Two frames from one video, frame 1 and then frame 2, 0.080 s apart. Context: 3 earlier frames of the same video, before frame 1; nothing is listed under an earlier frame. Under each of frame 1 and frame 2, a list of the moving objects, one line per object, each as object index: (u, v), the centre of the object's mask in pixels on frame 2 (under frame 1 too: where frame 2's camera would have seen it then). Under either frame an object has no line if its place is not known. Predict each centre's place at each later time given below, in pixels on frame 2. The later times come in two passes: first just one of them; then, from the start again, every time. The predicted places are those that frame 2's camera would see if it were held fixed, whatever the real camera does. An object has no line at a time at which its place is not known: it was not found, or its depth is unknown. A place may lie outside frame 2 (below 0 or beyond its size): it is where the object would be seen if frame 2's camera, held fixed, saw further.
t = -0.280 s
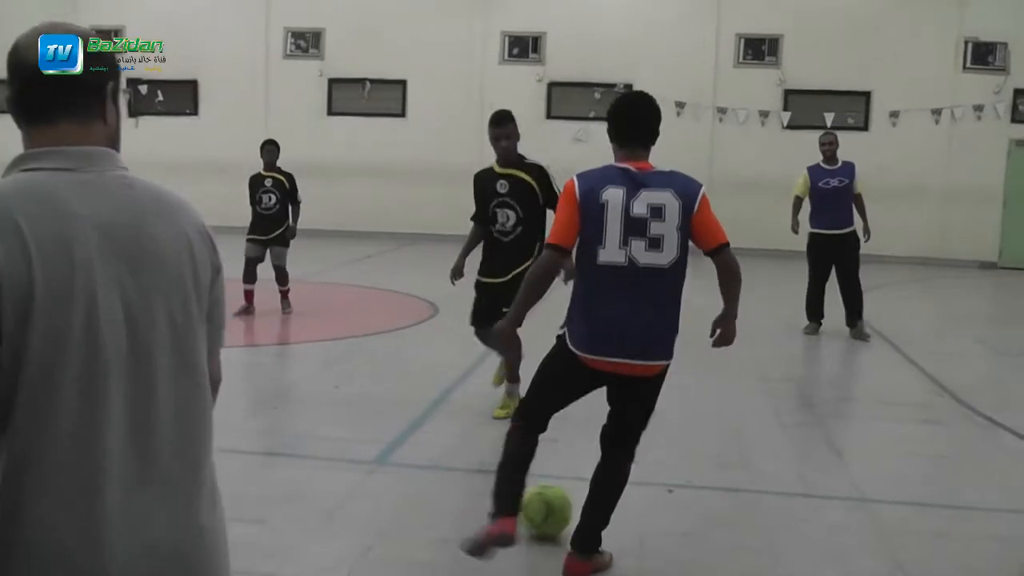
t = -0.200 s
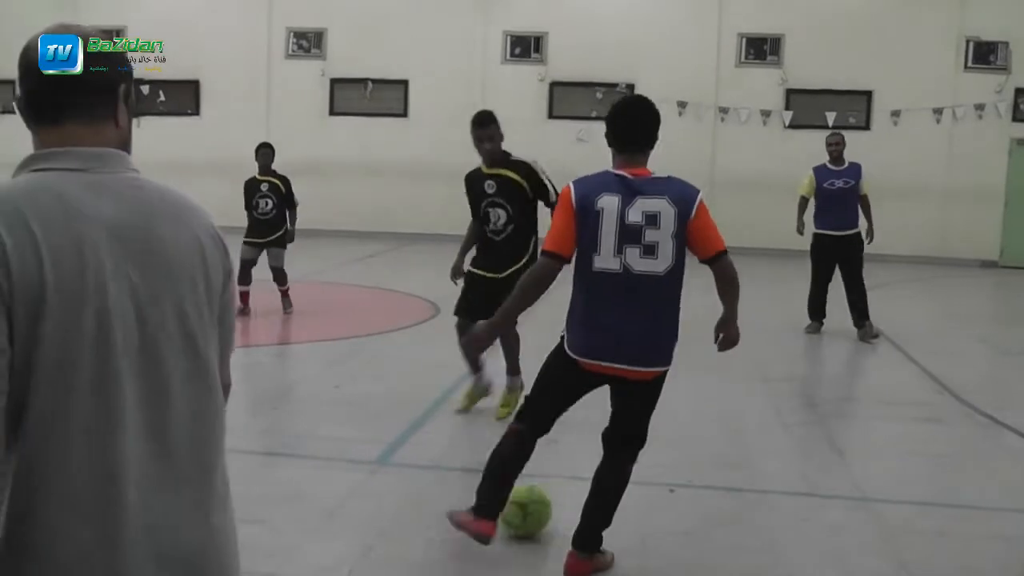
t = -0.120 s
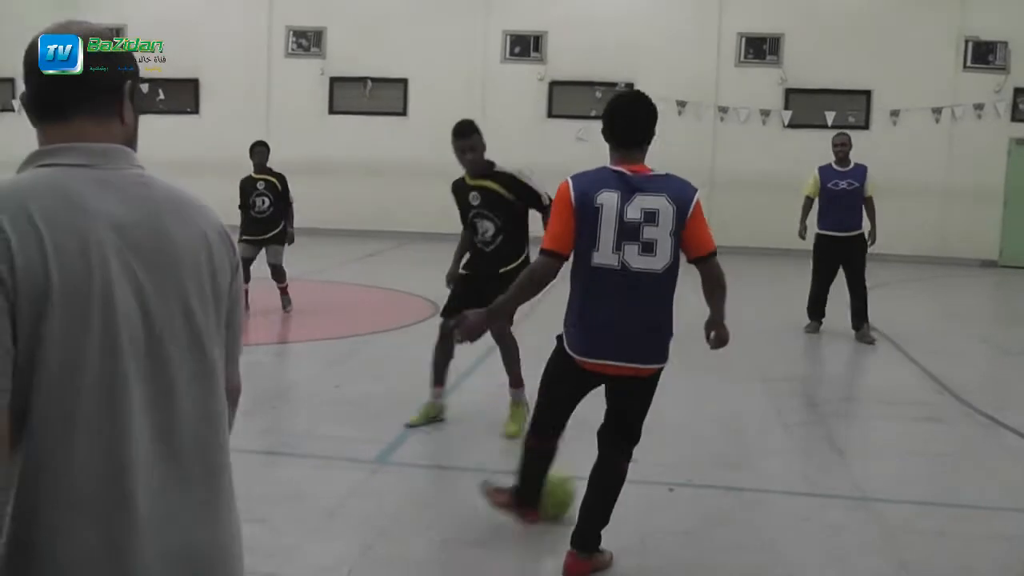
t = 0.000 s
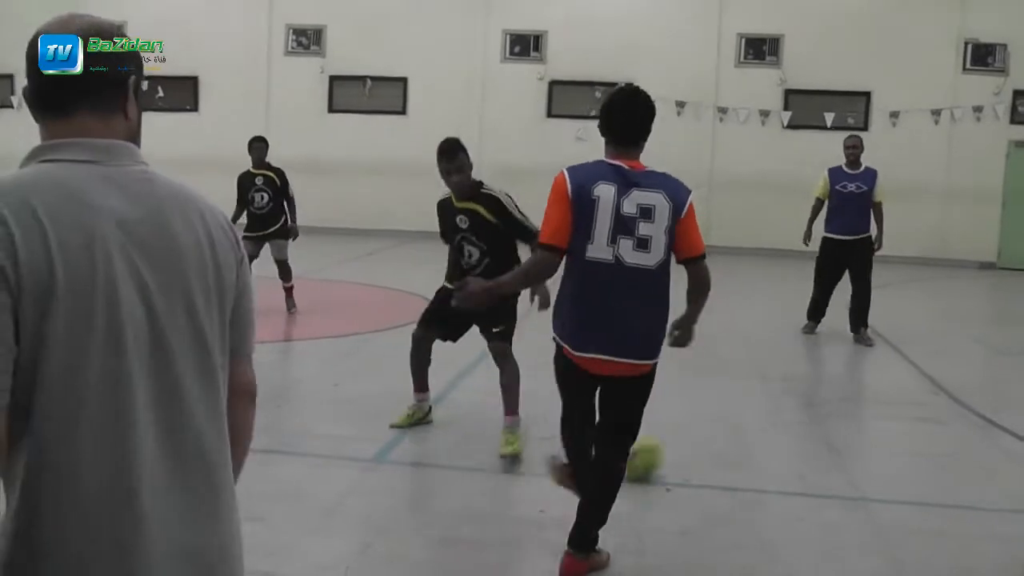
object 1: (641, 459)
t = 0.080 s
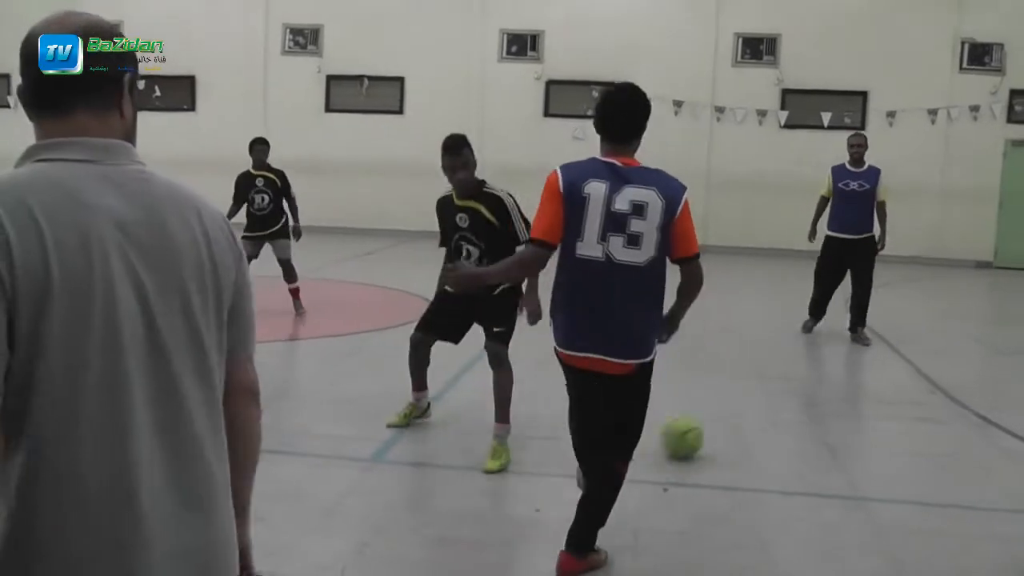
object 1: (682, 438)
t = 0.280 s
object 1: (766, 406)
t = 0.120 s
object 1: (702, 431)
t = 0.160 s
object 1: (720, 424)
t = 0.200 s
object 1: (737, 417)
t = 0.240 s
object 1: (752, 411)
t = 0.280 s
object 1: (766, 406)
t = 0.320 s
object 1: (778, 401)
